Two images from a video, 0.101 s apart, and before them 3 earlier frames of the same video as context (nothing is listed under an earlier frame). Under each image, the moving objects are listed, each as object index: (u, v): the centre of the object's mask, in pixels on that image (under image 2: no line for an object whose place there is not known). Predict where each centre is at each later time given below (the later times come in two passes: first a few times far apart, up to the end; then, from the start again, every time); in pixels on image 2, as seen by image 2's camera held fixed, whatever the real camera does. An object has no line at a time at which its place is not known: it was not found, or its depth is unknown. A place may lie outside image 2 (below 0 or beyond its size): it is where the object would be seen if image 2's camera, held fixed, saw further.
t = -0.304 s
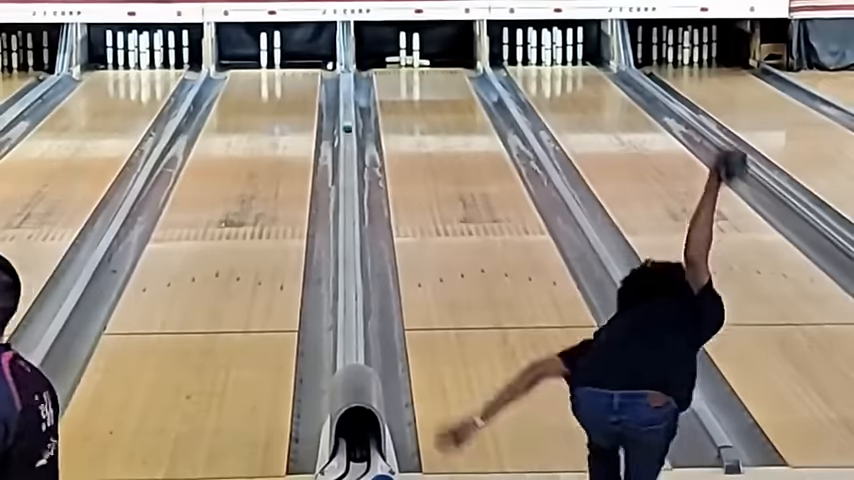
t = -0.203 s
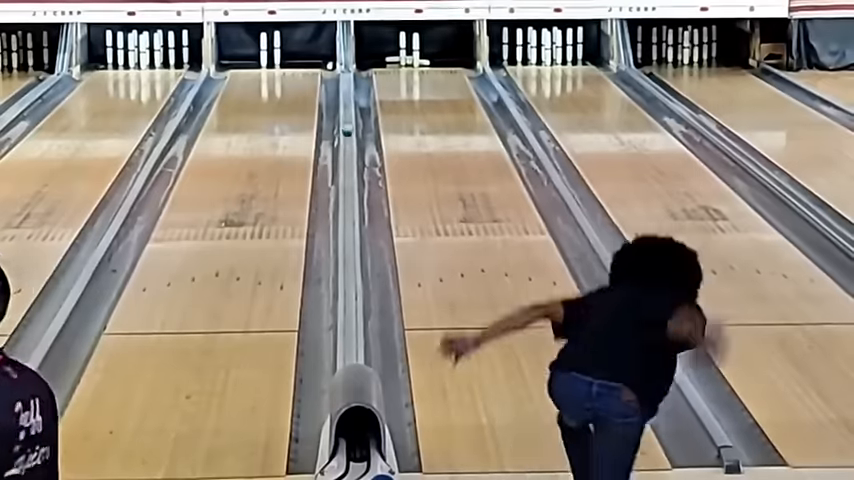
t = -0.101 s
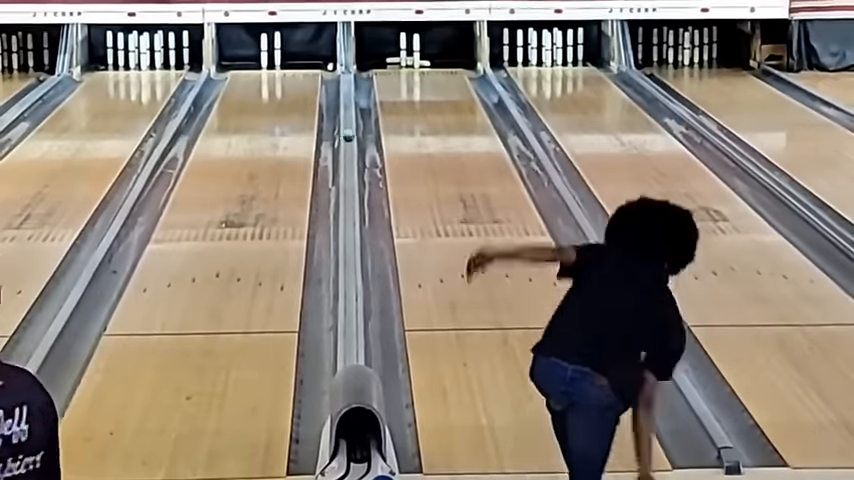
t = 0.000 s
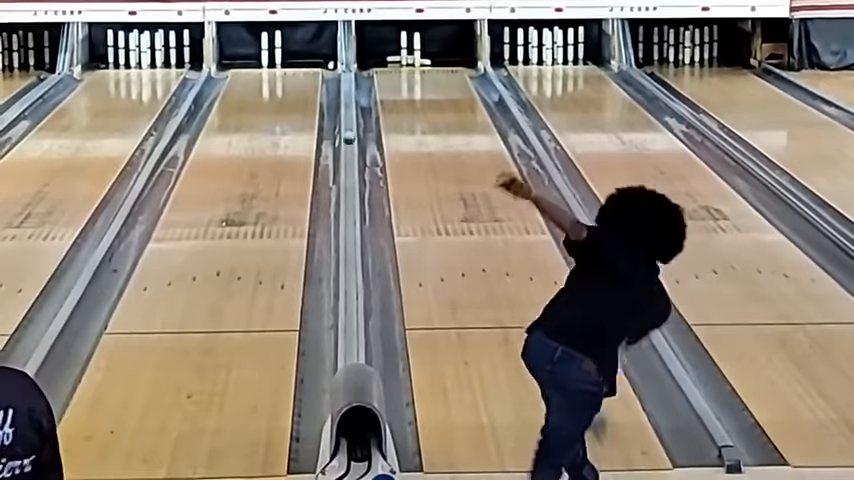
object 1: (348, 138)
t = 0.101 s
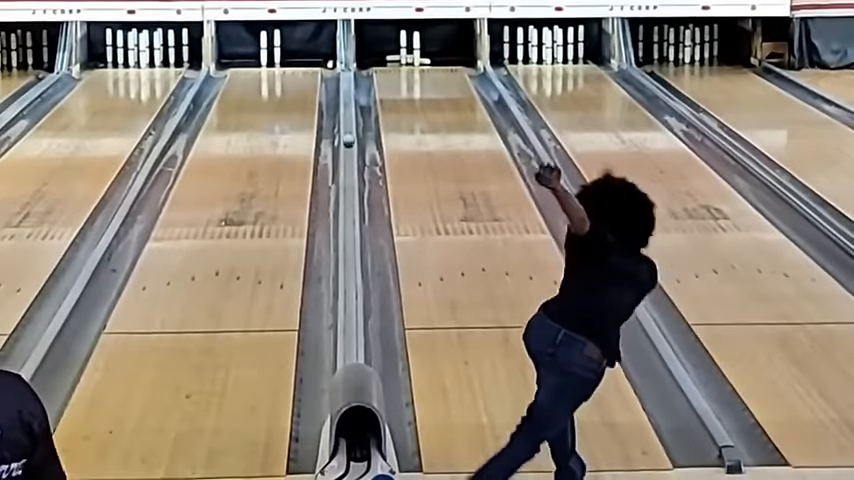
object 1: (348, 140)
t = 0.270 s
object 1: (348, 148)
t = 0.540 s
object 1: (348, 161)
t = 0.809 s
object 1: (348, 176)
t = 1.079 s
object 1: (348, 189)
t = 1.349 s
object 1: (348, 205)
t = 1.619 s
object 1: (347, 222)
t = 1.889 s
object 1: (348, 244)
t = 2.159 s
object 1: (348, 266)
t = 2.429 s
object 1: (349, 288)
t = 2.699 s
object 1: (349, 312)
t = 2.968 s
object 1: (350, 339)
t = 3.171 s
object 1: (350, 357)
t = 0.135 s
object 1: (348, 142)
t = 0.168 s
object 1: (348, 144)
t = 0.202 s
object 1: (348, 147)
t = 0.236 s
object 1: (348, 148)
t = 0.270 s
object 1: (348, 148)
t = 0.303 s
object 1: (348, 152)
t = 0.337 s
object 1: (348, 152)
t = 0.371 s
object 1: (348, 153)
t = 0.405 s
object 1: (348, 156)
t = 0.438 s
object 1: (348, 157)
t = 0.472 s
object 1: (348, 158)
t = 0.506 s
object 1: (348, 160)
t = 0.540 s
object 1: (348, 161)
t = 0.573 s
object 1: (348, 163)
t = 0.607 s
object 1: (348, 166)
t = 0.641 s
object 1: (348, 166)
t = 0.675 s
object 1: (348, 168)
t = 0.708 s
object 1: (348, 171)
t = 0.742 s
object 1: (348, 171)
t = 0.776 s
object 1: (349, 173)
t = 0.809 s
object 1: (348, 176)
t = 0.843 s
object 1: (348, 176)
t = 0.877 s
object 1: (348, 178)
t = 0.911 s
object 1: (348, 181)
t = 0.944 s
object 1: (348, 182)
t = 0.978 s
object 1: (348, 183)
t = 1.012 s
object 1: (348, 186)
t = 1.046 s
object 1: (348, 187)
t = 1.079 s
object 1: (348, 189)
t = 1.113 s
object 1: (348, 191)
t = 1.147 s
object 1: (348, 193)
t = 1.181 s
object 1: (348, 196)
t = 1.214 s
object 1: (348, 197)
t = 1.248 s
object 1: (348, 199)
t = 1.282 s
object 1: (348, 202)
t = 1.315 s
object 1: (348, 204)
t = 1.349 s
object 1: (348, 205)
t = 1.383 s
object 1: (348, 208)
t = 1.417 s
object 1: (348, 210)
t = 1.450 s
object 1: (348, 212)
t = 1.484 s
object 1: (348, 214)
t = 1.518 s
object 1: (348, 216)
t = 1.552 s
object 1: (348, 219)
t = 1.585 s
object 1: (348, 220)
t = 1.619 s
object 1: (347, 222)
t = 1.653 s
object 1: (348, 226)
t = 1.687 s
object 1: (348, 227)
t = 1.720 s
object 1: (348, 230)
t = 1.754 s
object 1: (348, 234)
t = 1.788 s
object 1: (348, 237)
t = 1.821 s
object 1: (348, 239)
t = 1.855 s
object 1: (348, 241)
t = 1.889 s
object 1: (348, 244)
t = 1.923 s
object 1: (349, 245)
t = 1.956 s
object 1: (348, 248)
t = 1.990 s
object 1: (348, 252)
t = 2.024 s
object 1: (348, 254)
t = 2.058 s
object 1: (348, 257)
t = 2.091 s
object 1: (349, 260)
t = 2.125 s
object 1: (349, 262)
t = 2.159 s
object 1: (348, 266)
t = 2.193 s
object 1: (349, 267)
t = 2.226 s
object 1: (348, 270)
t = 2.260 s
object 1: (349, 273)
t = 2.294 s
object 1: (349, 275)
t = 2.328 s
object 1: (349, 279)
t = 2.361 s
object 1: (349, 281)
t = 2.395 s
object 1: (349, 284)
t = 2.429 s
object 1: (349, 288)
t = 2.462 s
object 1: (350, 290)
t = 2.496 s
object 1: (349, 293)
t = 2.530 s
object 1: (349, 297)
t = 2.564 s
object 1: (349, 300)
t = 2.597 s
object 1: (349, 304)
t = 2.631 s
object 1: (349, 305)
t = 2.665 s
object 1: (349, 309)
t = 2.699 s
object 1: (349, 312)
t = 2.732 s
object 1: (349, 315)
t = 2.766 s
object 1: (349, 318)
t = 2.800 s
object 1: (349, 322)
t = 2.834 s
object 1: (350, 325)
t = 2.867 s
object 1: (349, 331)
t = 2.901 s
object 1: (349, 333)
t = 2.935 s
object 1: (350, 336)
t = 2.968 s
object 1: (350, 339)
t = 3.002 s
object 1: (350, 343)
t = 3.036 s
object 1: (350, 348)
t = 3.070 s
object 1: (350, 350)
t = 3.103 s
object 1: (350, 353)
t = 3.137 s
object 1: (350, 355)
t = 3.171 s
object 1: (350, 357)
